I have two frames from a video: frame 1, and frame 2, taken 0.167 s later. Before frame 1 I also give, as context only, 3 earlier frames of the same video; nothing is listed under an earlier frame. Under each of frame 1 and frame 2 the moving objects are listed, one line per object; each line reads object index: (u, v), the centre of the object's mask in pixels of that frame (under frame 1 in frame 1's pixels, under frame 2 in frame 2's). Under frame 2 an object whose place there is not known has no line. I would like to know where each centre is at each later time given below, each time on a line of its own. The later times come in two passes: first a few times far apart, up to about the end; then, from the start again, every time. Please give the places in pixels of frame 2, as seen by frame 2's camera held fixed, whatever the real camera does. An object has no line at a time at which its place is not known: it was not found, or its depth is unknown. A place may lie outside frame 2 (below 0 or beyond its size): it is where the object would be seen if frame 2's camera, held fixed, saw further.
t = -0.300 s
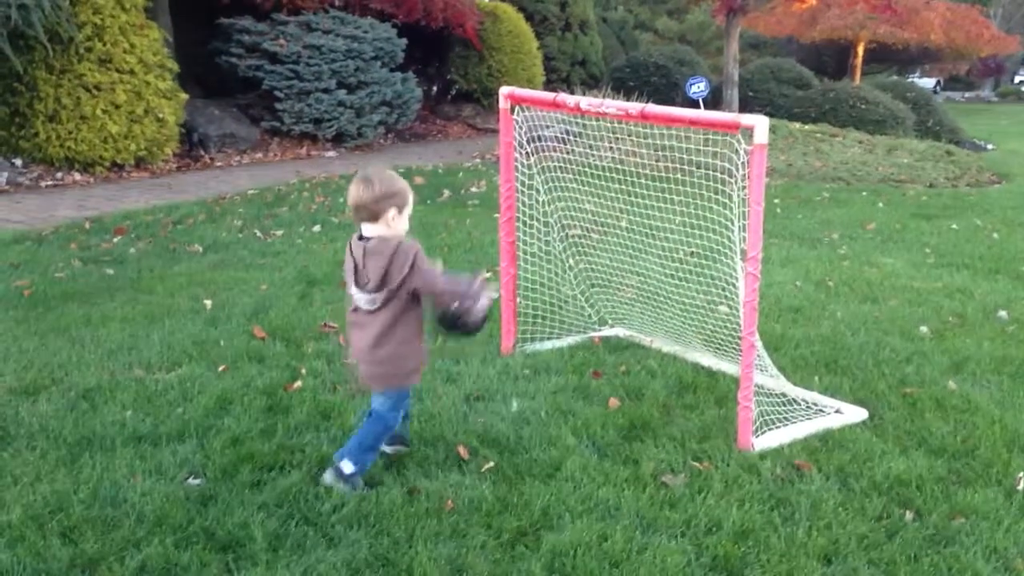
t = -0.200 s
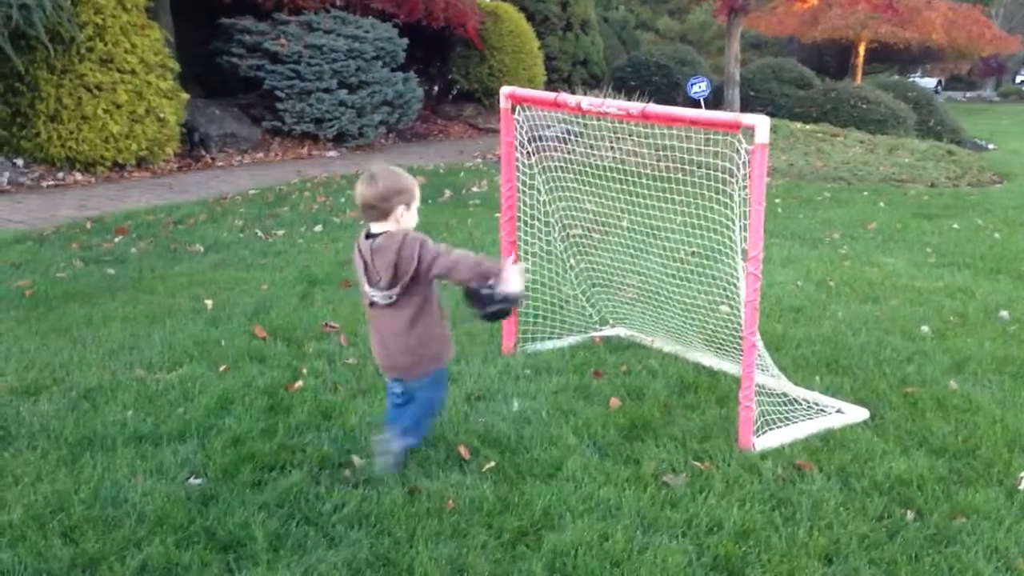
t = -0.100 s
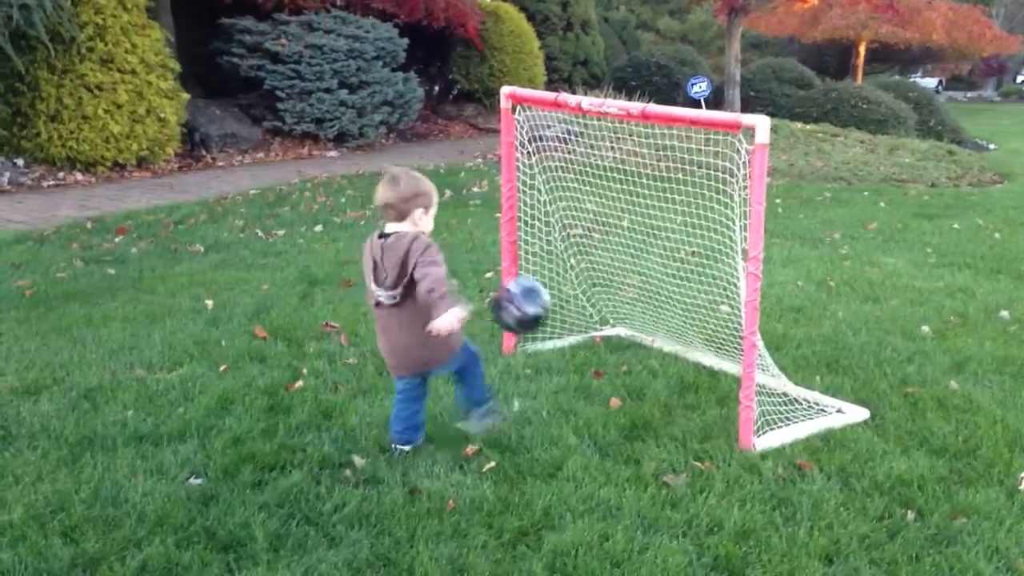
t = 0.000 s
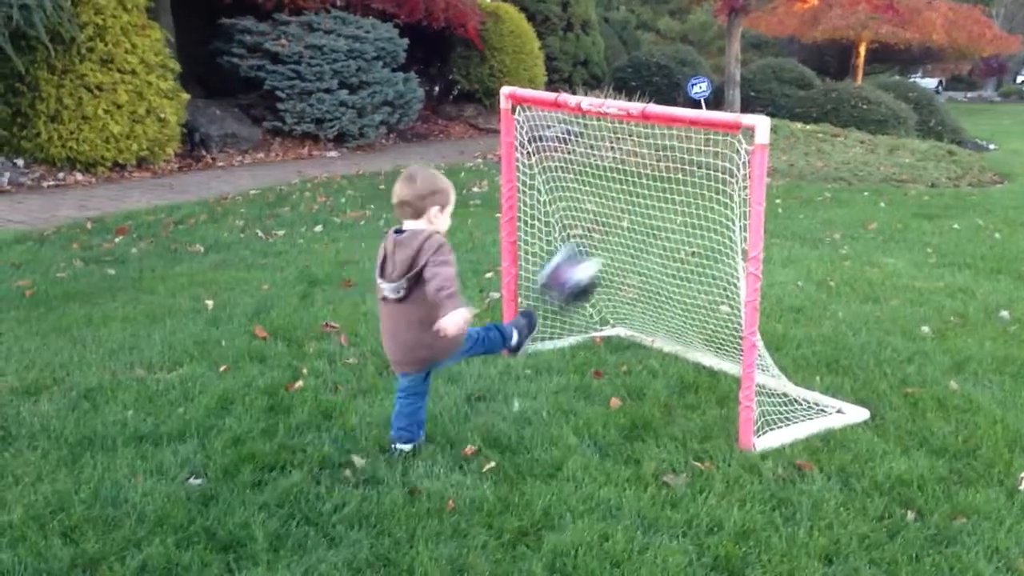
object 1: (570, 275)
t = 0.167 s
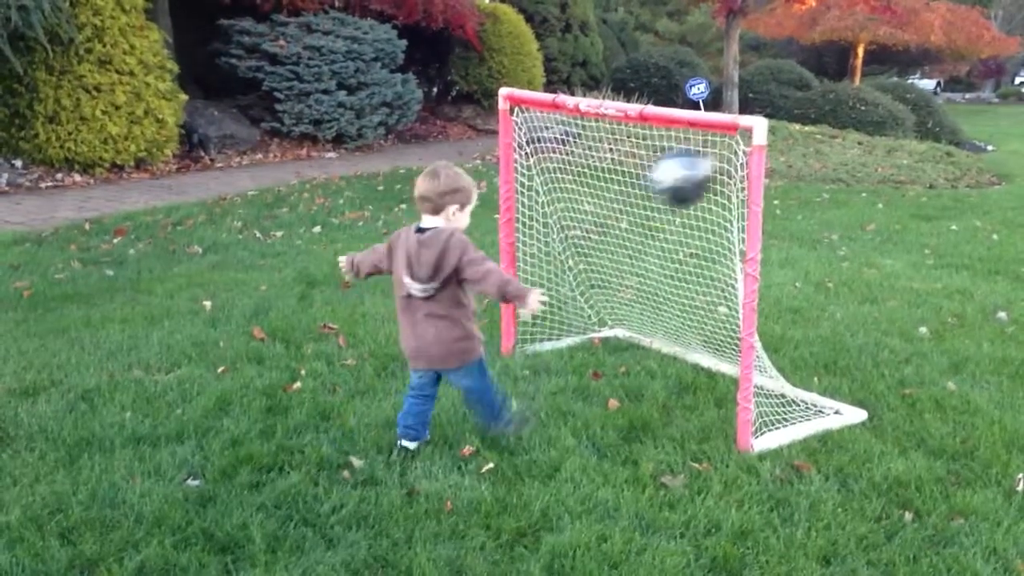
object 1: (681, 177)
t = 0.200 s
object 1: (702, 166)
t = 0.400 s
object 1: (730, 189)
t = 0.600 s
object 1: (717, 334)
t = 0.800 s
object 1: (720, 475)
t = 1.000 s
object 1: (739, 512)
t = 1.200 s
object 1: (761, 537)
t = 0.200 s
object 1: (702, 166)
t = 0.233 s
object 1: (724, 159)
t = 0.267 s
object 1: (729, 159)
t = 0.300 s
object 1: (731, 160)
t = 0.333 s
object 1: (730, 166)
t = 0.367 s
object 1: (731, 176)
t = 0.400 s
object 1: (730, 189)
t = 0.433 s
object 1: (730, 206)
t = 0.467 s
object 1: (727, 225)
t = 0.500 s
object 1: (726, 250)
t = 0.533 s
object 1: (723, 277)
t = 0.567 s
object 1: (723, 303)
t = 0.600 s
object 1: (717, 334)
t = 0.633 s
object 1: (718, 372)
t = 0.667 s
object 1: (716, 415)
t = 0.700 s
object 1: (714, 458)
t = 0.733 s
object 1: (715, 481)
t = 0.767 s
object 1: (718, 477)
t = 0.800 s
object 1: (720, 475)
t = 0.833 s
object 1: (723, 475)
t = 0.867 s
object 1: (726, 477)
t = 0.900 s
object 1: (729, 481)
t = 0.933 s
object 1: (732, 490)
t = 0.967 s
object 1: (735, 502)
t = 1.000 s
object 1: (739, 512)
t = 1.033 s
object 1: (743, 517)
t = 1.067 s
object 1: (746, 520)
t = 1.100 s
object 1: (749, 524)
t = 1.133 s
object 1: (753, 529)
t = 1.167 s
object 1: (757, 533)
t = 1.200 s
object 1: (761, 537)
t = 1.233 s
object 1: (764, 544)
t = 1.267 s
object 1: (767, 548)
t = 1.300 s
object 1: (770, 552)
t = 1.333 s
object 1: (773, 556)
